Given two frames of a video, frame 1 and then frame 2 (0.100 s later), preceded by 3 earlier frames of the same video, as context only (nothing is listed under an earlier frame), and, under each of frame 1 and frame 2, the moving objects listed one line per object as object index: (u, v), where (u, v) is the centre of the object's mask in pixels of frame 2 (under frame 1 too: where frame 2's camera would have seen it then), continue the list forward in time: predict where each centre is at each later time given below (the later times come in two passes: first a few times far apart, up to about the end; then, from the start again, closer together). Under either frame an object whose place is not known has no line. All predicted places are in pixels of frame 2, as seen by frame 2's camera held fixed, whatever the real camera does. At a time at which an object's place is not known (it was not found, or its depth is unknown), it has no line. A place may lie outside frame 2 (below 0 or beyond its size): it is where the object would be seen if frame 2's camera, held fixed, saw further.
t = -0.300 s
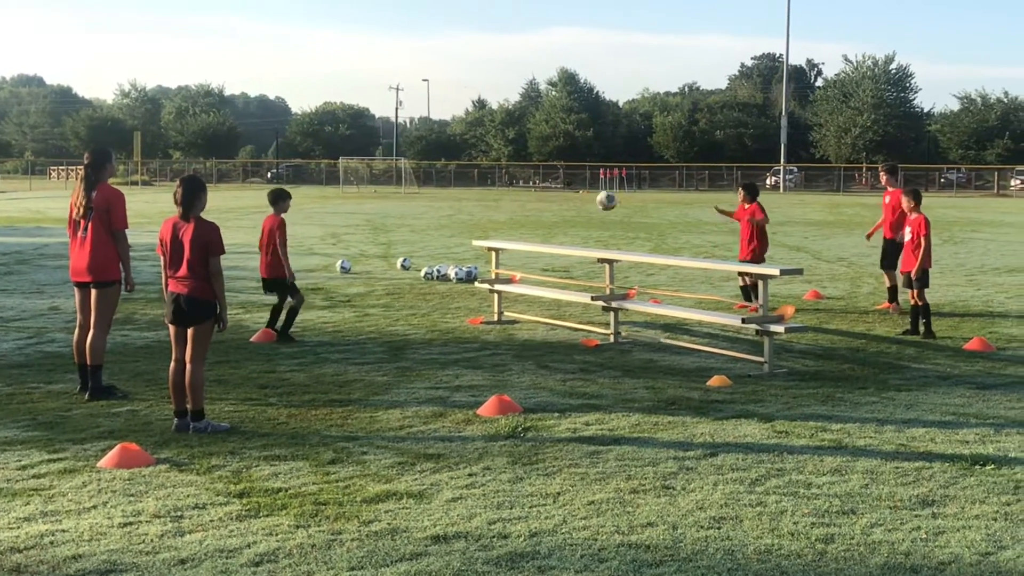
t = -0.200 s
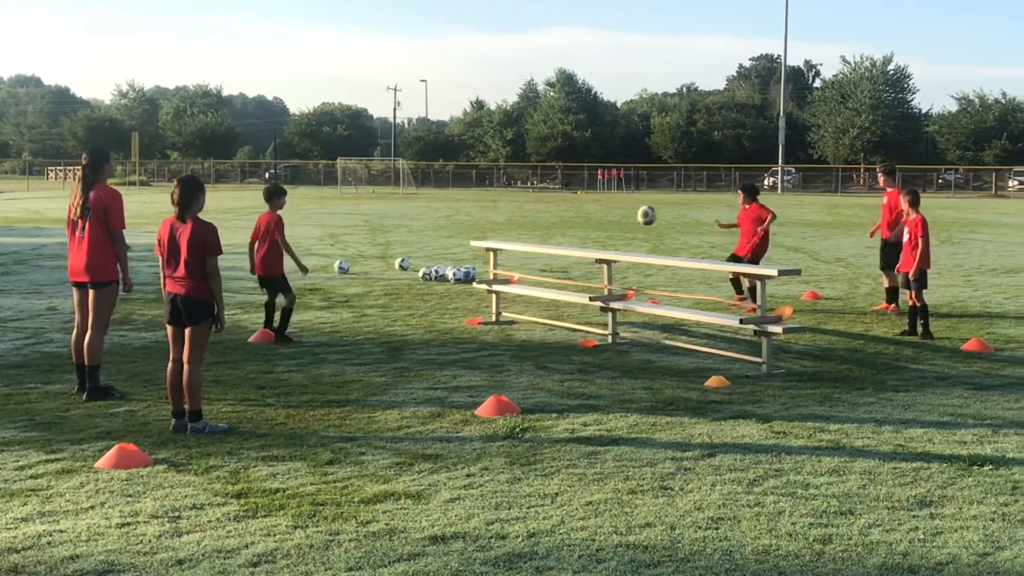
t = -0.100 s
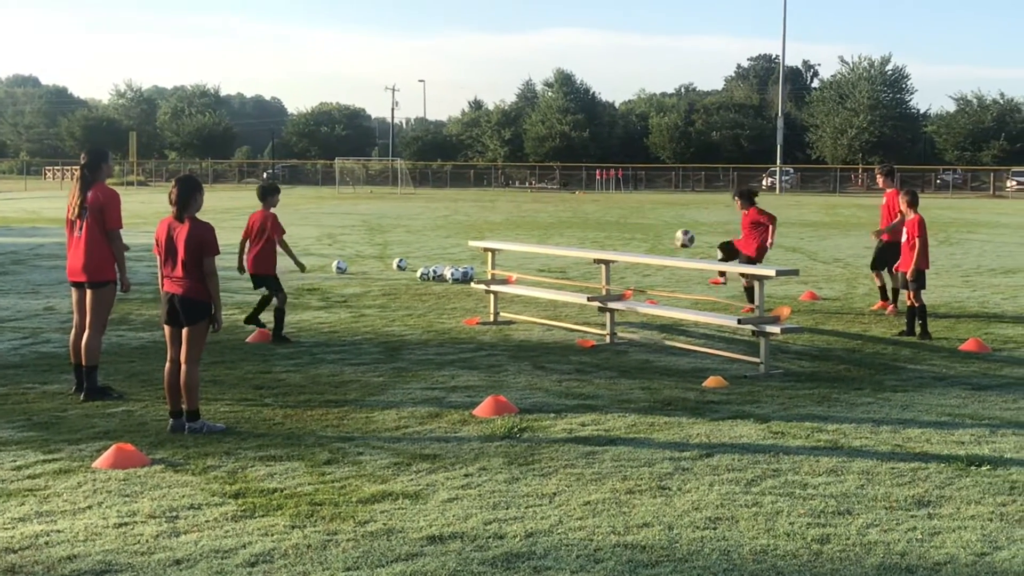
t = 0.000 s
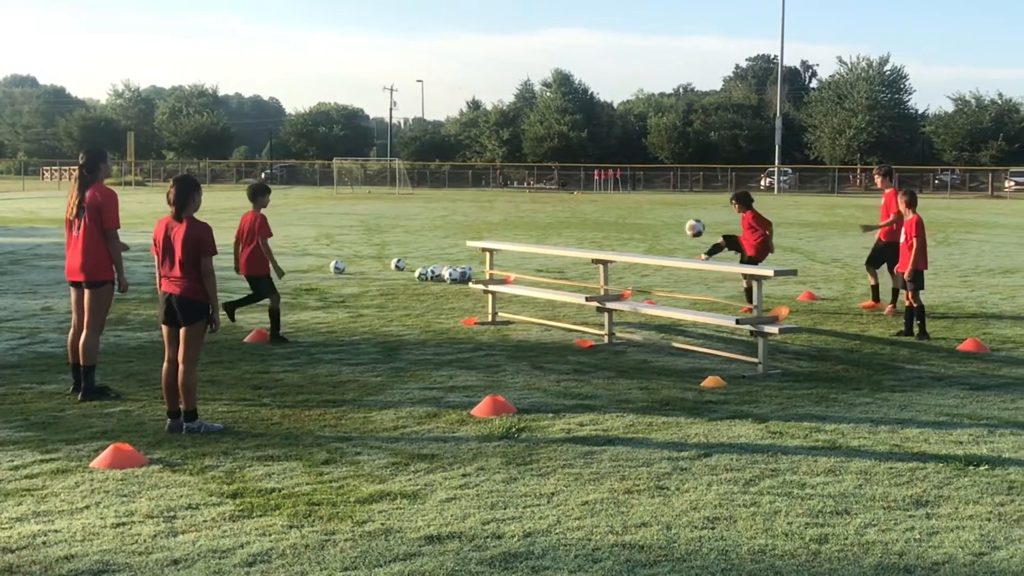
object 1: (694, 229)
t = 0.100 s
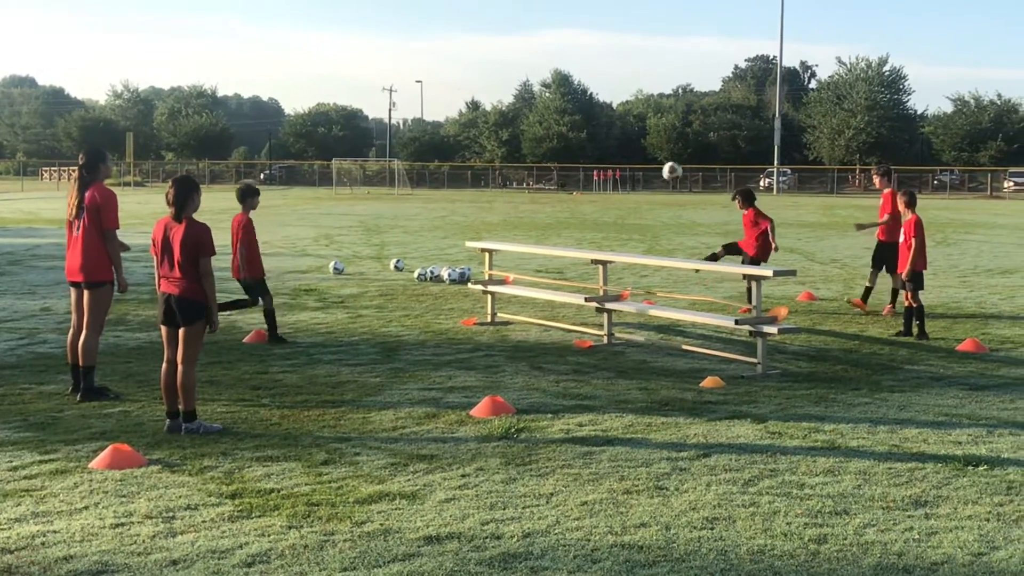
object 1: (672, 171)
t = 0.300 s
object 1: (626, 79)
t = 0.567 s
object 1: (558, 6)
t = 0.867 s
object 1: (472, 3)
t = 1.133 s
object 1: (391, 84)
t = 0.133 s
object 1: (664, 154)
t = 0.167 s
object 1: (656, 137)
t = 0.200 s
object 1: (648, 122)
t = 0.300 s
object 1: (626, 79)
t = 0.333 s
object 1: (618, 67)
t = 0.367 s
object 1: (610, 56)
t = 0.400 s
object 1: (602, 45)
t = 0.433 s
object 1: (594, 35)
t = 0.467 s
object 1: (585, 27)
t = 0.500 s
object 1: (576, 19)
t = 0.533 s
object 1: (567, 12)
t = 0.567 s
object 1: (558, 6)
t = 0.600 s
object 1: (549, 1)
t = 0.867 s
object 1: (472, 3)
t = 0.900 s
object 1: (463, 9)
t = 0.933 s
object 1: (453, 16)
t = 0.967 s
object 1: (442, 24)
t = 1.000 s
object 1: (432, 33)
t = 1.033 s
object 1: (421, 44)
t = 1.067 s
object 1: (411, 56)
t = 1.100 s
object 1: (401, 69)
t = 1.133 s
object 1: (391, 84)
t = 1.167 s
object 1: (380, 100)
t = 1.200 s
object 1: (368, 115)
